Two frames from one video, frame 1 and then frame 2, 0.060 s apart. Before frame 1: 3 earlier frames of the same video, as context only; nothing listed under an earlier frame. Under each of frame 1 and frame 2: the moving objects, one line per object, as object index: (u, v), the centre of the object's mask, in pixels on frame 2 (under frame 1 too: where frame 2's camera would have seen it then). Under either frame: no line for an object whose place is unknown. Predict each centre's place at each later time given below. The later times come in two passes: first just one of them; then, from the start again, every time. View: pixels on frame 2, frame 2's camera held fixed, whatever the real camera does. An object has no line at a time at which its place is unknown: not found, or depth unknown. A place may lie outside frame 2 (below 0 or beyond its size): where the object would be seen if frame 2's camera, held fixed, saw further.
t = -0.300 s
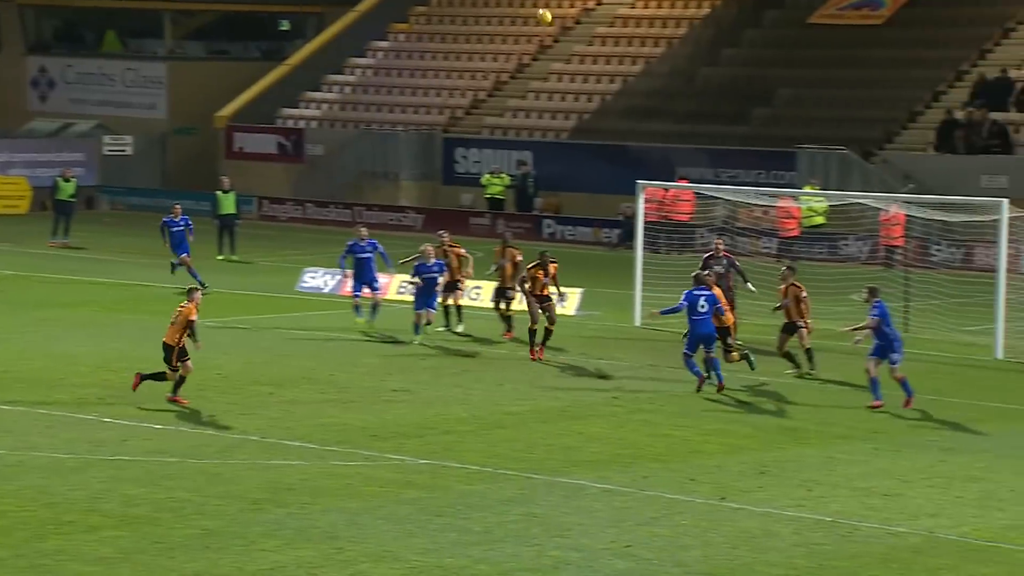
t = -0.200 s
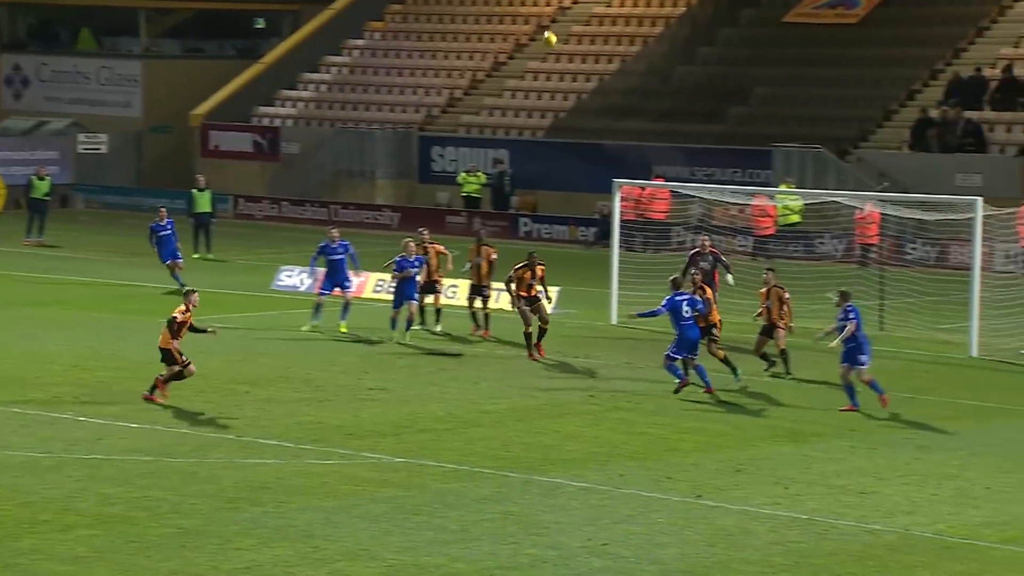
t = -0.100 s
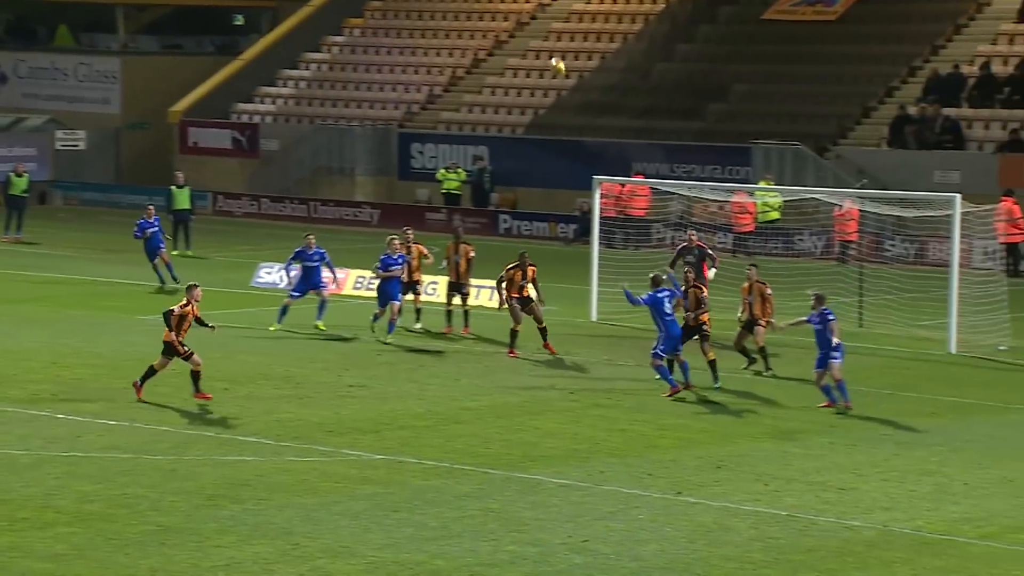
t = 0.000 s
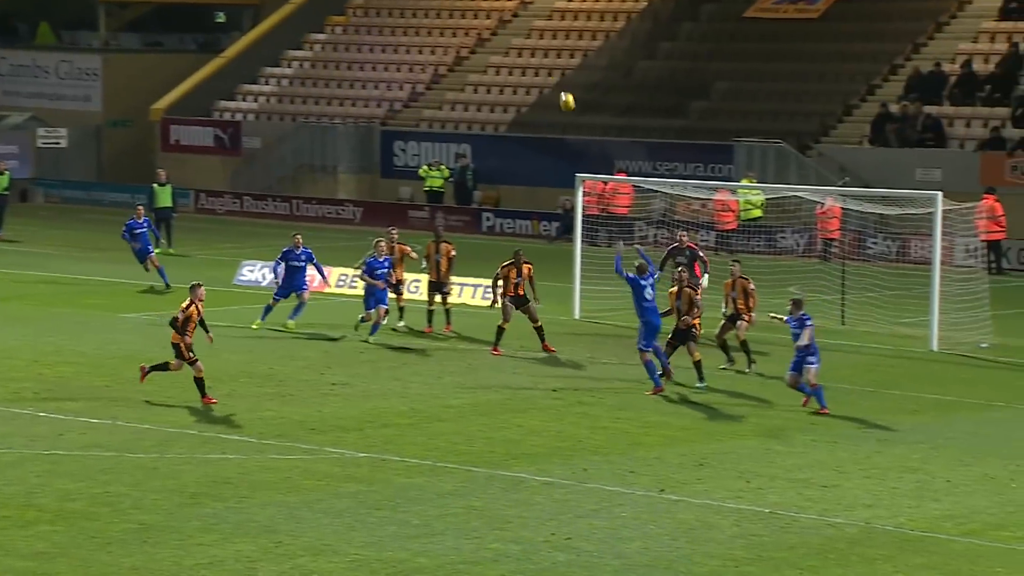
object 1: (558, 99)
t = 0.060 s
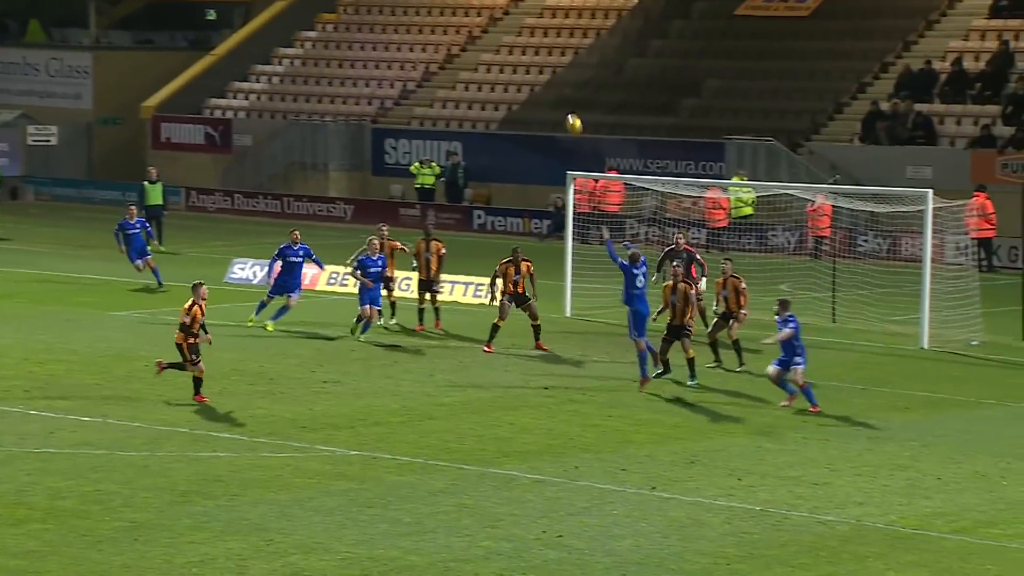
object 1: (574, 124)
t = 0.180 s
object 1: (605, 182)
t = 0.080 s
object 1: (579, 134)
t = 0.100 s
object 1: (584, 143)
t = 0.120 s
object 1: (589, 152)
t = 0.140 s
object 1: (595, 162)
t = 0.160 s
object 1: (600, 172)
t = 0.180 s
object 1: (605, 182)
